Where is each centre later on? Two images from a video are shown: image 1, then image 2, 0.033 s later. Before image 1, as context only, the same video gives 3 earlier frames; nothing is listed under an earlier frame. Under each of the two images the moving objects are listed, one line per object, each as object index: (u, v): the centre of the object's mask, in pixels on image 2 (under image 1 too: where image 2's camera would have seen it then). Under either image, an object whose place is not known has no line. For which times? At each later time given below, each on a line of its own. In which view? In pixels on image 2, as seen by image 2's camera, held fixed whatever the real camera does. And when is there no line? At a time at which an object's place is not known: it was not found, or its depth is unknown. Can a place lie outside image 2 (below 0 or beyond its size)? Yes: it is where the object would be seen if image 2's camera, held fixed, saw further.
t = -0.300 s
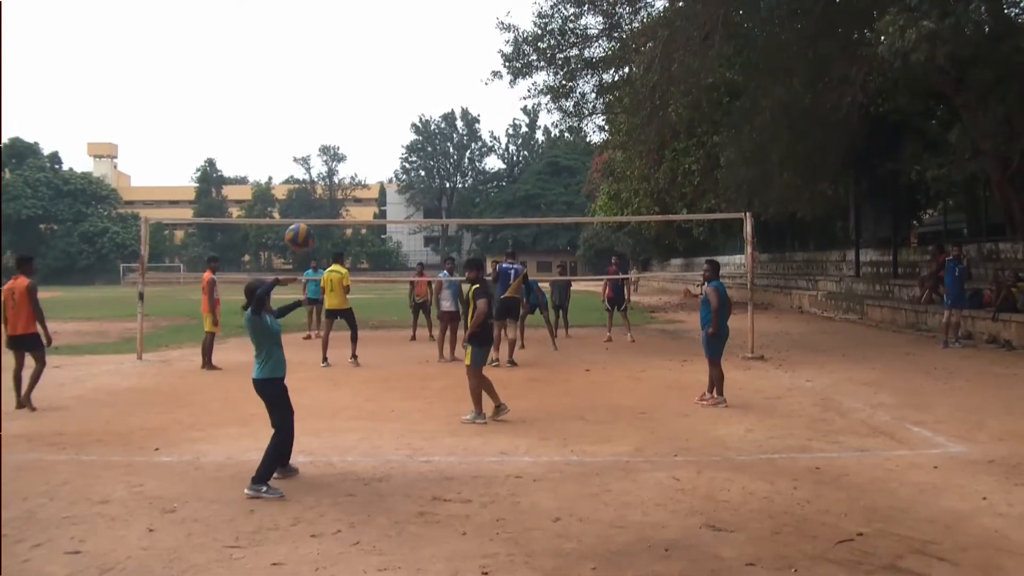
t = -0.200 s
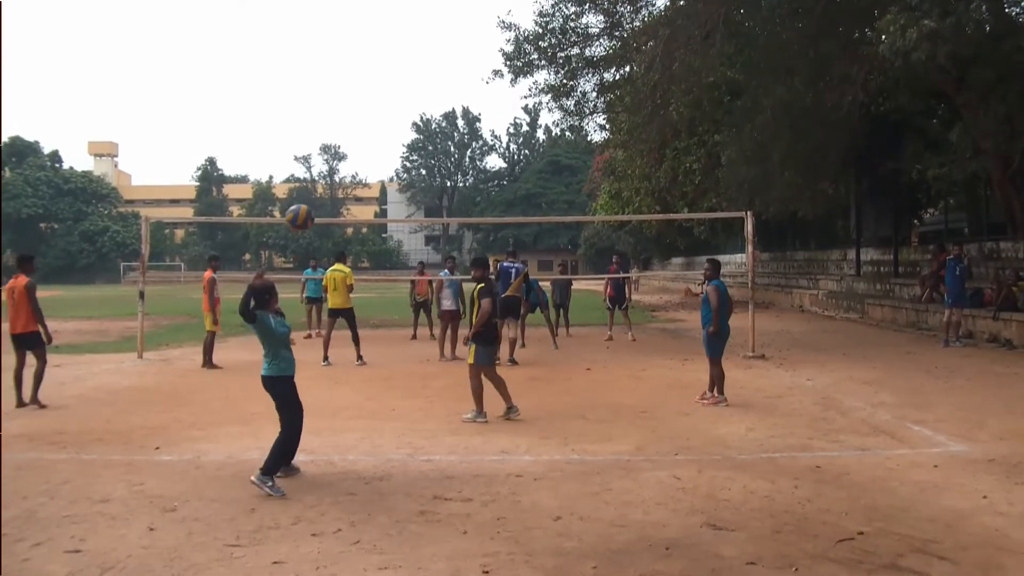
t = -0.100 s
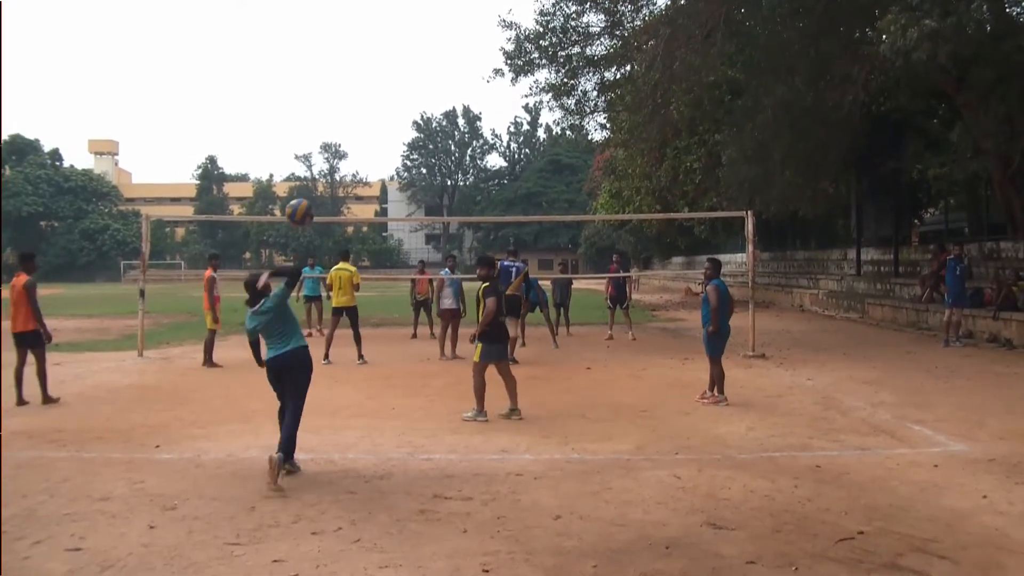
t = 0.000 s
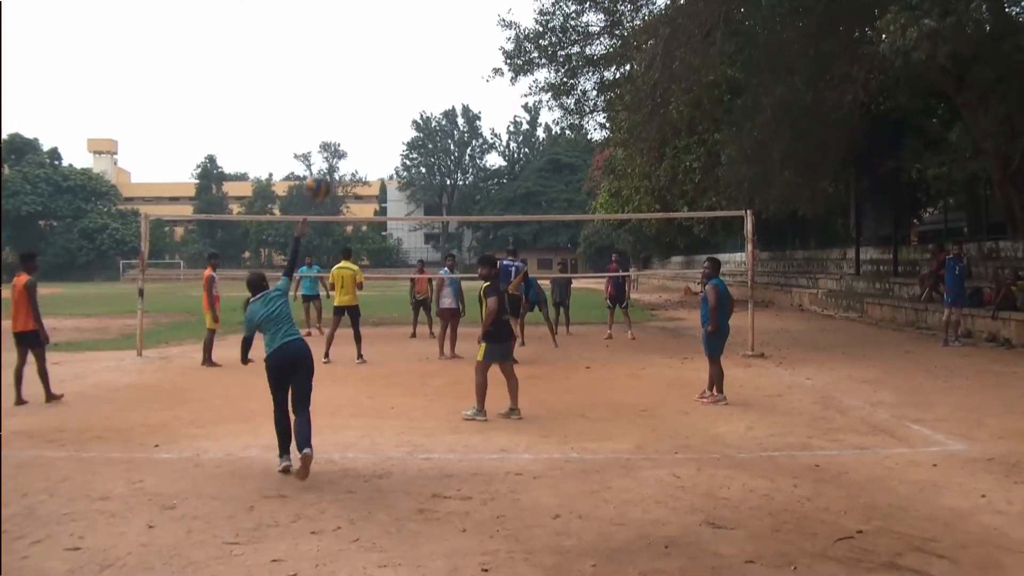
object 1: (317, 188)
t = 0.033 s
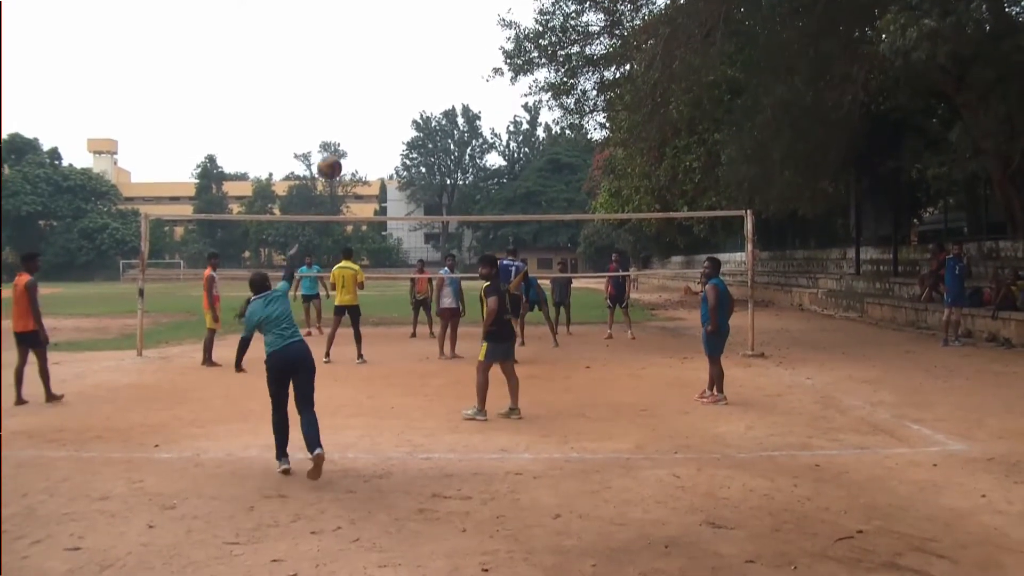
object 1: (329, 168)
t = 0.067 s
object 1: (341, 151)
